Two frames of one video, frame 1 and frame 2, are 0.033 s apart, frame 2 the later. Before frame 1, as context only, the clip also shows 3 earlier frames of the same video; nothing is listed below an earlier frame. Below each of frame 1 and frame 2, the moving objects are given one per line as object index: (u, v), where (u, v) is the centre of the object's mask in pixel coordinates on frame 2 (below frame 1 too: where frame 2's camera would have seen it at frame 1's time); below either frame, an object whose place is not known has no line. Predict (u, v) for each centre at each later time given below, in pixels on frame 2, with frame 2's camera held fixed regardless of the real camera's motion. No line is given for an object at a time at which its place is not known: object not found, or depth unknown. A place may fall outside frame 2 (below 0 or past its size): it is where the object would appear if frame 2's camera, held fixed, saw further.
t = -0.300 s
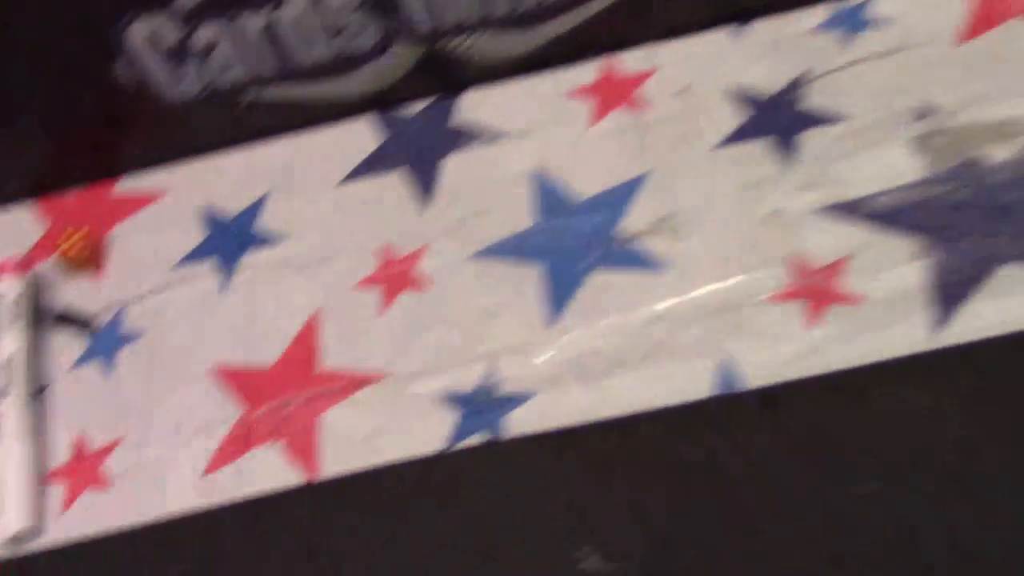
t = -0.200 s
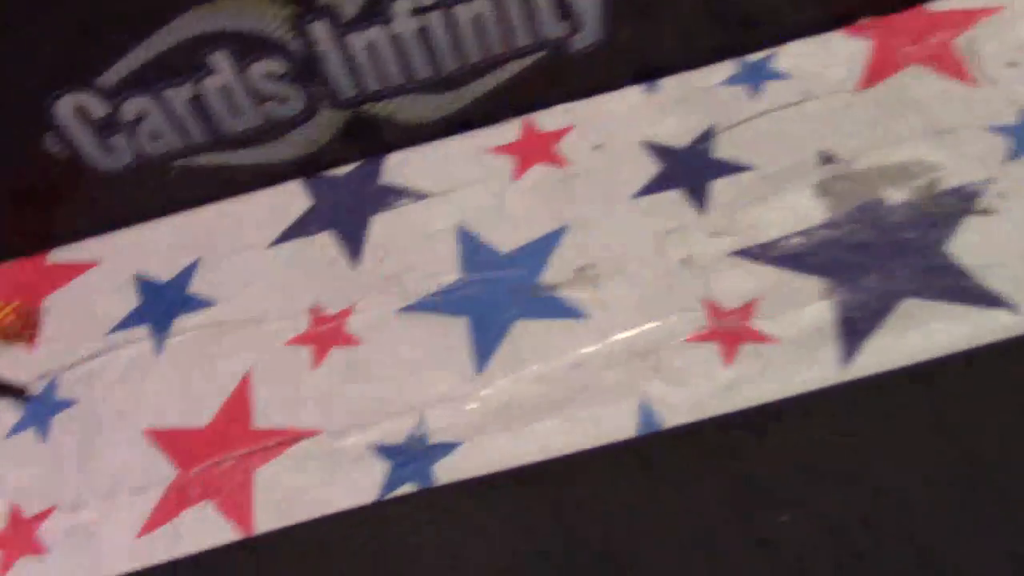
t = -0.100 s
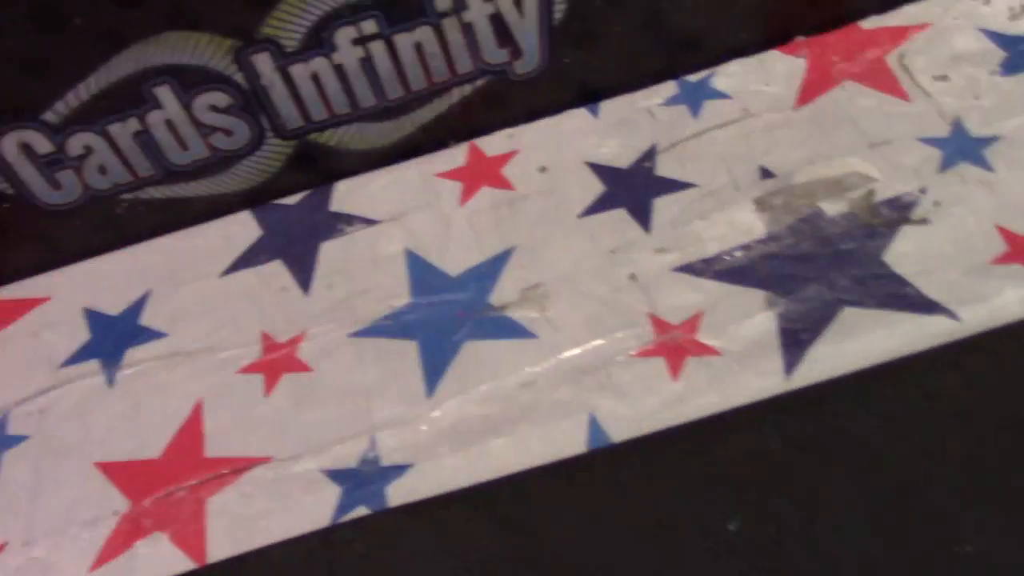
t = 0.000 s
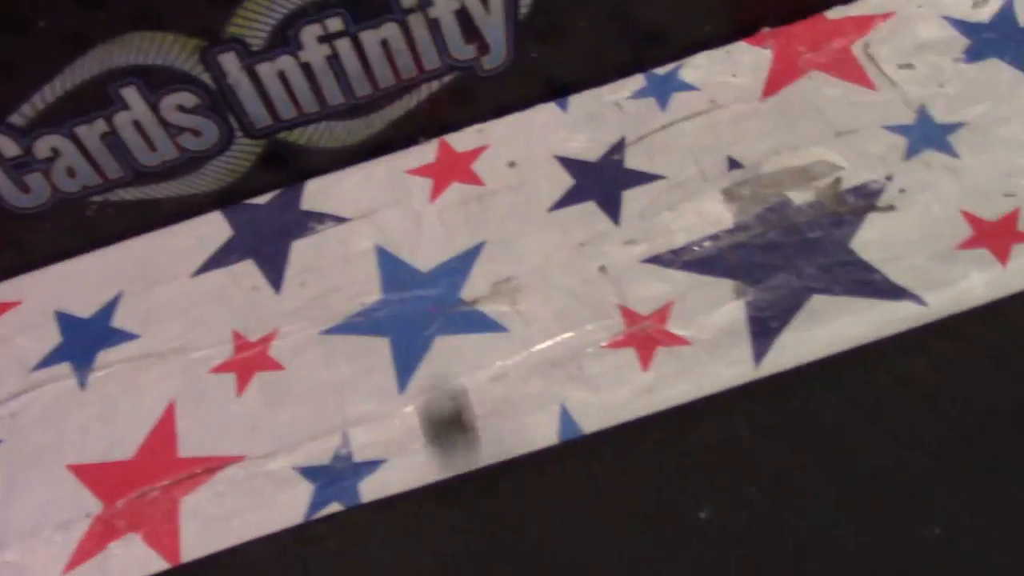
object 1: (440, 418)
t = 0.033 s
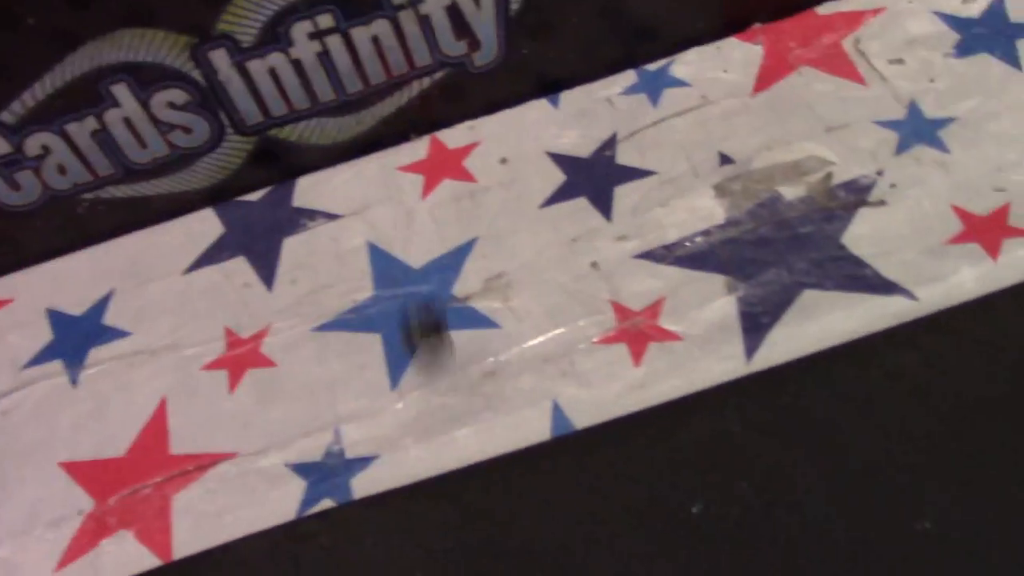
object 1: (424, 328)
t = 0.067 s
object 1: (420, 275)
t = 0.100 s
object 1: (420, 233)
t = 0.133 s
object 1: (398, 173)
